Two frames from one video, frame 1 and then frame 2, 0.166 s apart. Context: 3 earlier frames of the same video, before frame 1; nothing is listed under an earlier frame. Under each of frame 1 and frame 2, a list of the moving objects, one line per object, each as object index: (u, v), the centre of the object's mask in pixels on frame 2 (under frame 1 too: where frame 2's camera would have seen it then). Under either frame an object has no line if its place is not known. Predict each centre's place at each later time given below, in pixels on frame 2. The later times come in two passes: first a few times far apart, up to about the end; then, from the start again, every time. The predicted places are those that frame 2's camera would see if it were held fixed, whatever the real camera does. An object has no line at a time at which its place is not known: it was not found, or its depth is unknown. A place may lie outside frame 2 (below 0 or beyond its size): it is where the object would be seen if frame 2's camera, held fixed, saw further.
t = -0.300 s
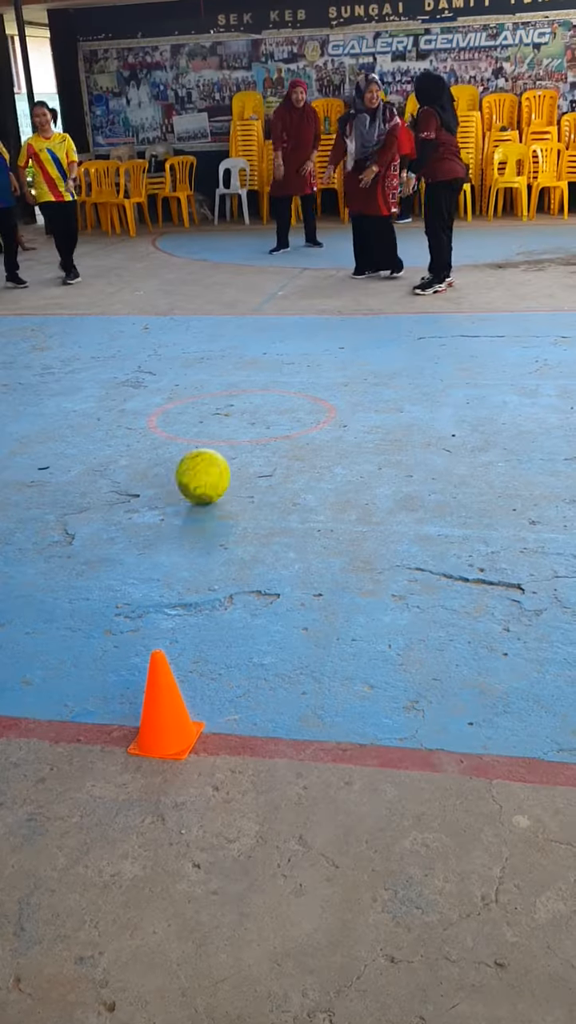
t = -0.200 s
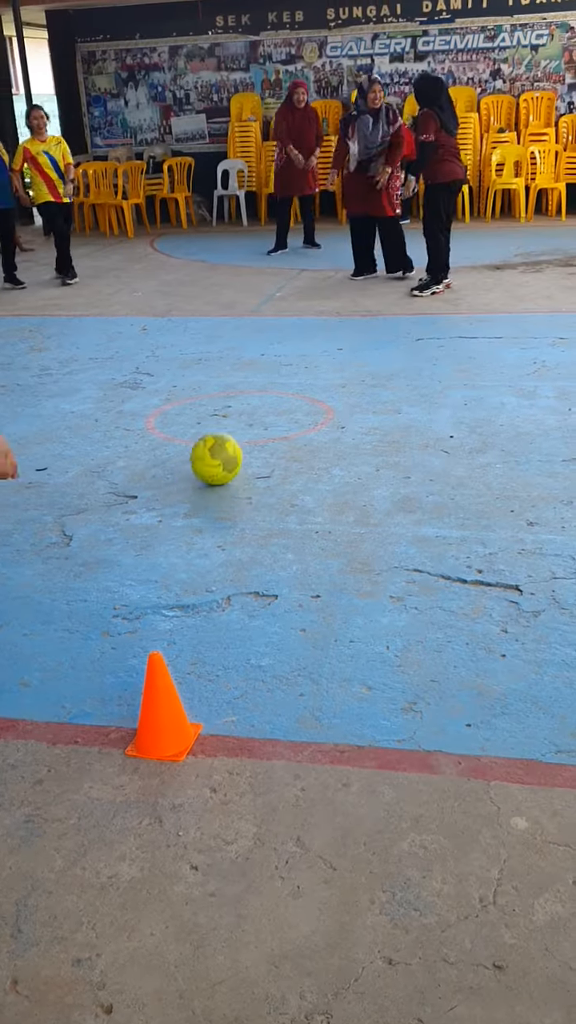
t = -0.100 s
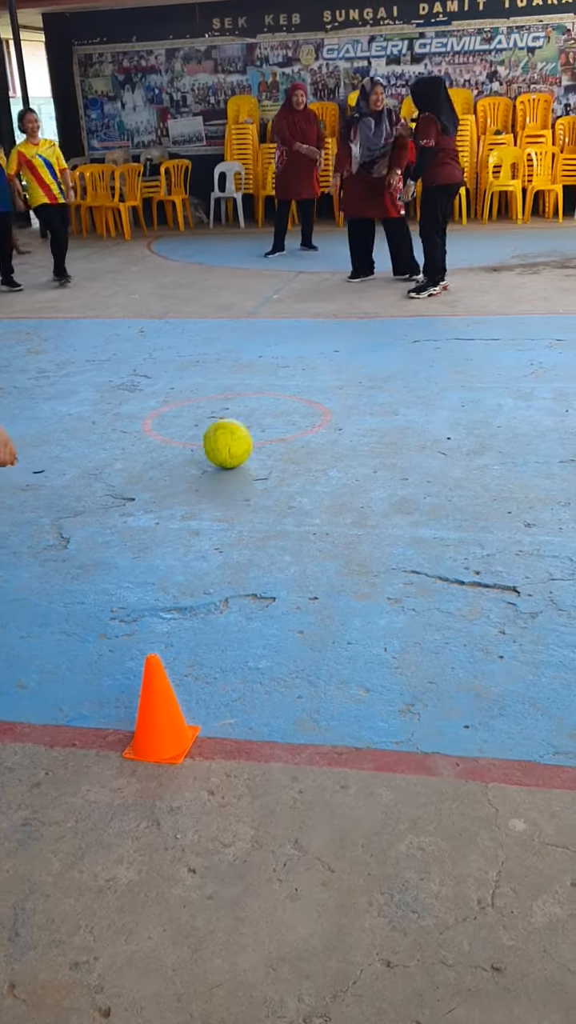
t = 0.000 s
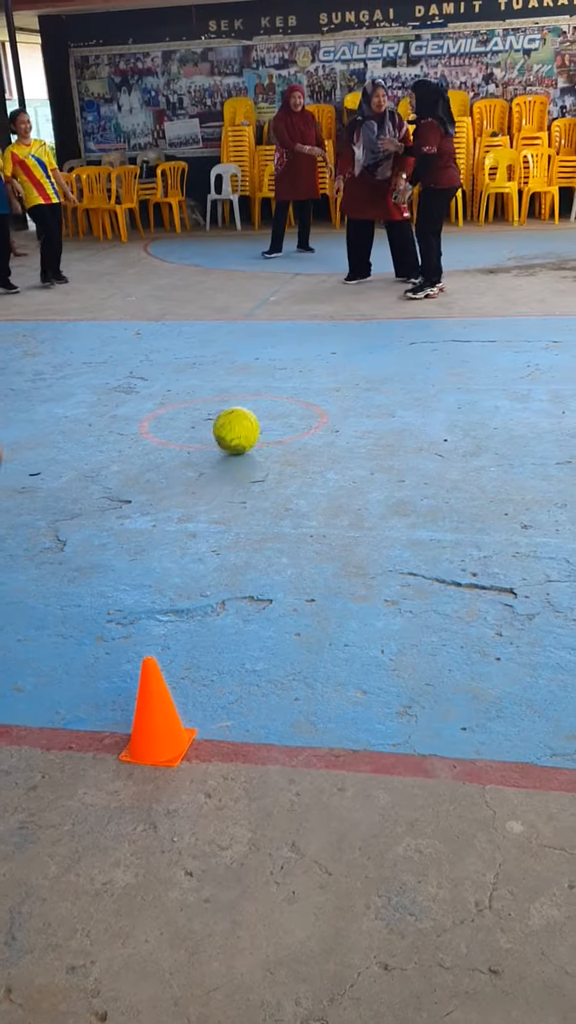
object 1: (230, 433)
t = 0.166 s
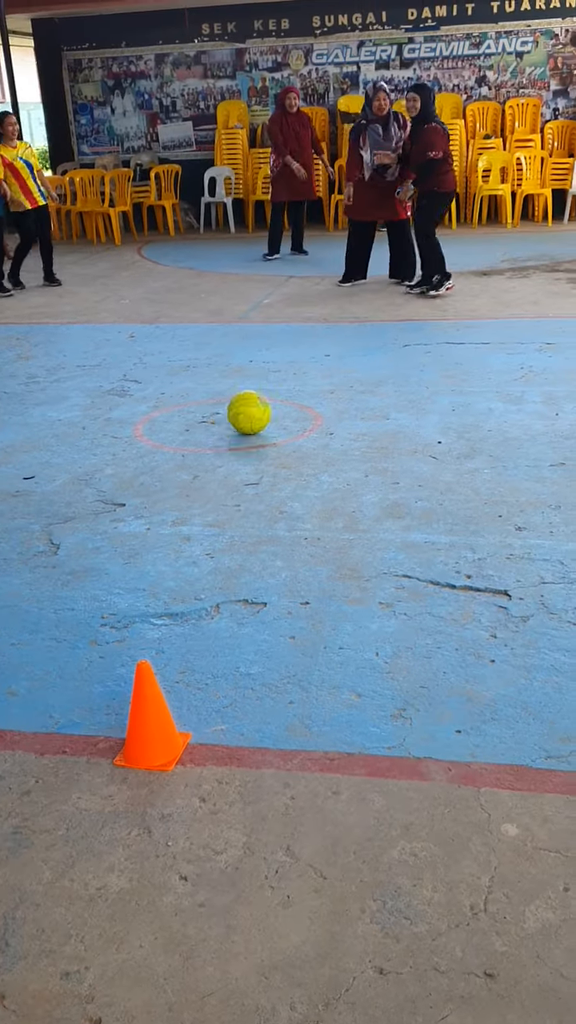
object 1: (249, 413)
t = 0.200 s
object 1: (252, 409)
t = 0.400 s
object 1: (271, 385)
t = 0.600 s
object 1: (287, 366)
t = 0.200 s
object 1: (252, 409)
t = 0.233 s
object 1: (255, 404)
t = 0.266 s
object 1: (259, 400)
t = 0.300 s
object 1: (262, 396)
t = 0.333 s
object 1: (265, 392)
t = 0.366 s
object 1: (268, 388)
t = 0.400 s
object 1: (271, 385)
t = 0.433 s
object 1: (274, 382)
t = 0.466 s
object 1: (277, 379)
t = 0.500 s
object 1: (279, 376)
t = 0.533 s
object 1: (282, 372)
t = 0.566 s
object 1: (285, 369)
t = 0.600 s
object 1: (287, 366)
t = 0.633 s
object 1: (289, 363)
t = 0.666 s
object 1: (292, 361)
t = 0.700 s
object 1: (294, 357)
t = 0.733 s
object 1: (297, 355)
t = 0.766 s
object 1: (299, 352)
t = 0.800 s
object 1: (301, 350)
